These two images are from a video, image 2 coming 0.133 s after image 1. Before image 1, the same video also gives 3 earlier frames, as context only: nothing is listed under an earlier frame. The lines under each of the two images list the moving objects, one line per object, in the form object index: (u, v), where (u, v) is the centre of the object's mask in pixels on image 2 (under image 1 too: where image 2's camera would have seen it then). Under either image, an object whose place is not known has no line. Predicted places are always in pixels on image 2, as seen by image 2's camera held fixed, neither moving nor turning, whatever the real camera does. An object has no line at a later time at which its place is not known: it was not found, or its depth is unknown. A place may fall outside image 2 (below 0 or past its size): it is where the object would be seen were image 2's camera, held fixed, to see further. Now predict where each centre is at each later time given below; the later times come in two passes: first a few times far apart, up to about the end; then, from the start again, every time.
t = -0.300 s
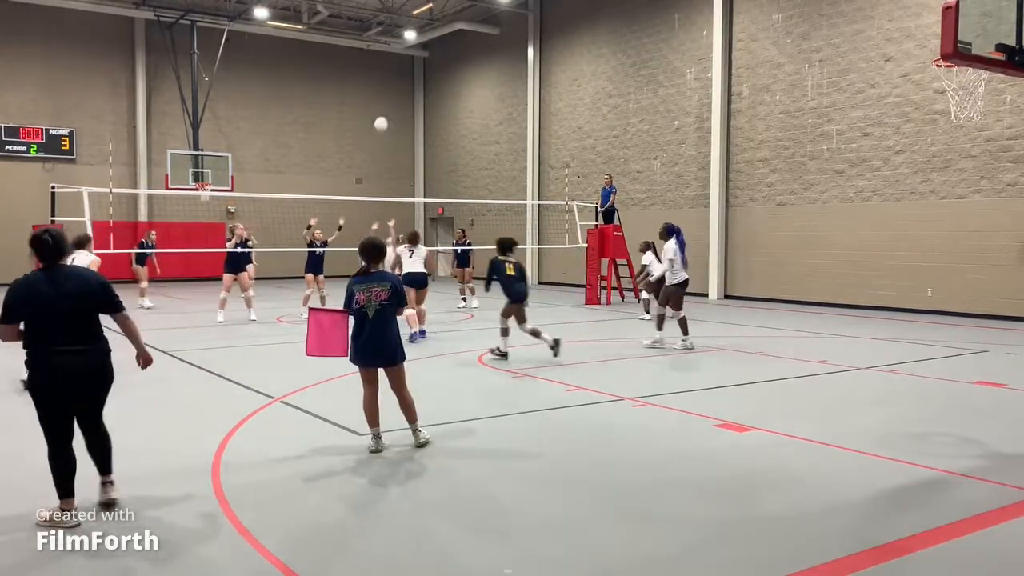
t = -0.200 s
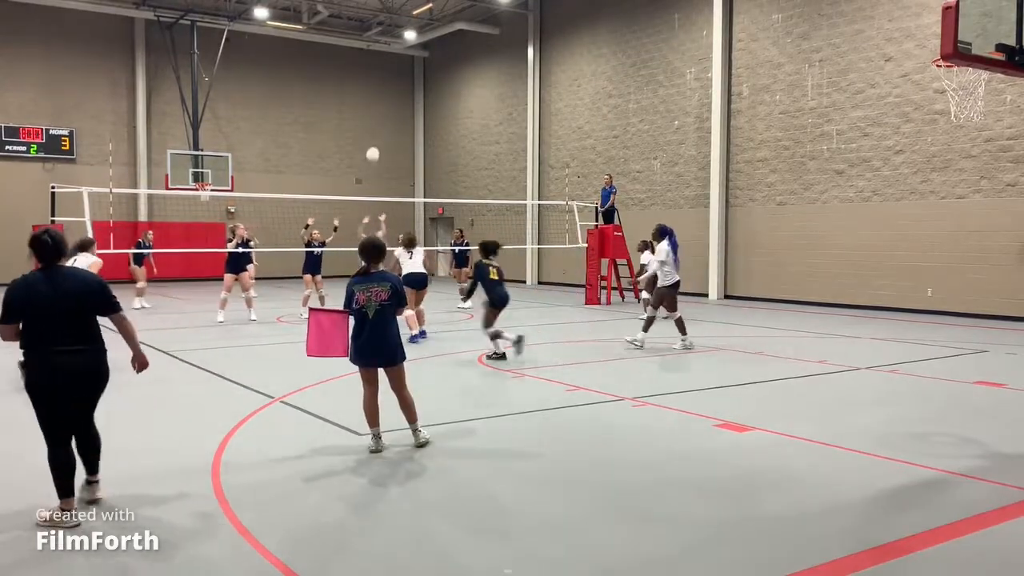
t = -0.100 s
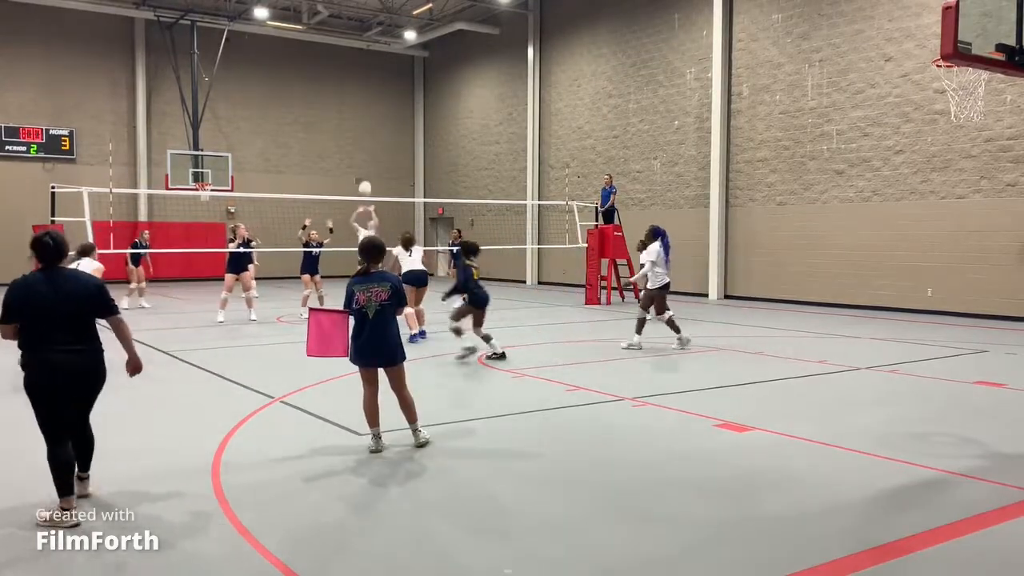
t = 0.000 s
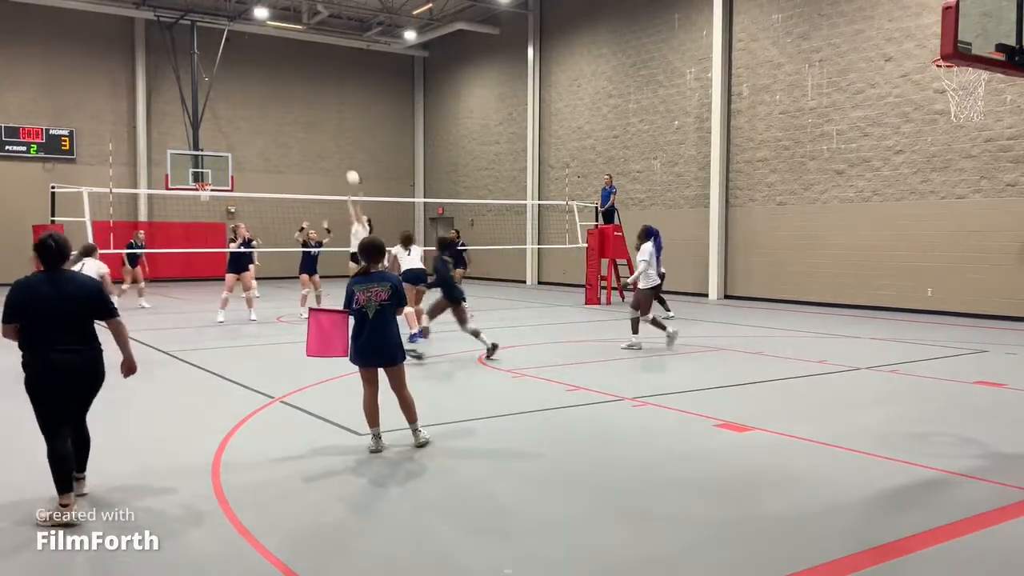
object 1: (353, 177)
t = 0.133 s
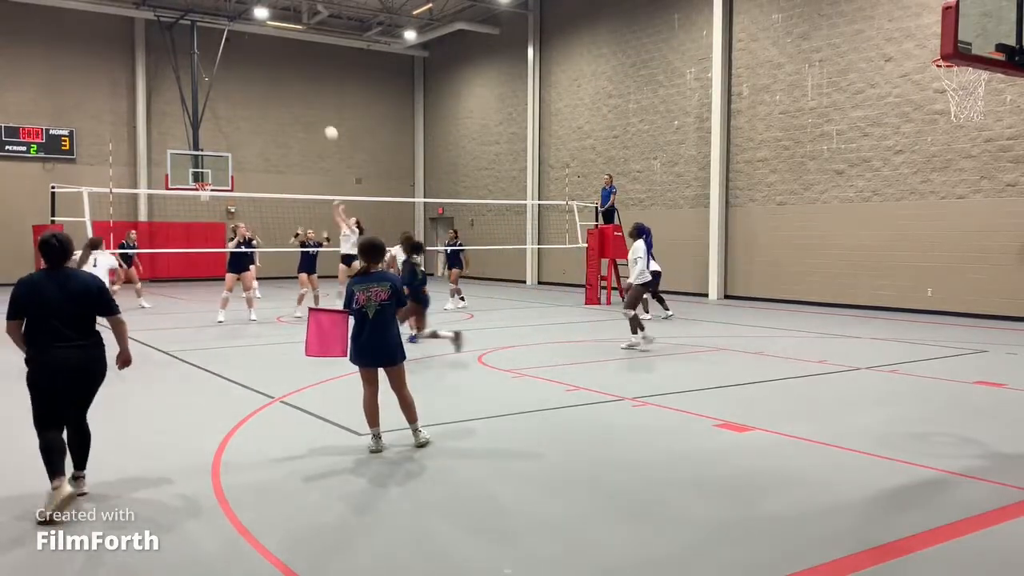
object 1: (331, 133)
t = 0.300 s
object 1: (304, 92)
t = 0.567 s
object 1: (260, 59)
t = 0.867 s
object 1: (211, 73)
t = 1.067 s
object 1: (178, 115)
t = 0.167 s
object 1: (326, 123)
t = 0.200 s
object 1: (320, 115)
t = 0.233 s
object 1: (315, 106)
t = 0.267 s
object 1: (309, 98)
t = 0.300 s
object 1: (304, 92)
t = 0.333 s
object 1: (298, 85)
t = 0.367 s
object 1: (293, 79)
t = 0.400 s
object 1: (287, 74)
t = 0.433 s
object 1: (282, 70)
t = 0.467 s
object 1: (276, 66)
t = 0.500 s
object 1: (271, 63)
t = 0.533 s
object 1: (266, 60)
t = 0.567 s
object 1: (260, 59)
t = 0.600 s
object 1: (254, 58)
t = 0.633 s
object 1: (249, 57)
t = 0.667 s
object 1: (244, 57)
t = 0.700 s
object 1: (238, 58)
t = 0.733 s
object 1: (233, 60)
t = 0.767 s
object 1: (227, 62)
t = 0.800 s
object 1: (222, 65)
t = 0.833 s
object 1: (216, 69)
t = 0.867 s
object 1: (211, 73)
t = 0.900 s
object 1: (205, 78)
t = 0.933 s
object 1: (200, 84)
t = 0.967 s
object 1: (194, 91)
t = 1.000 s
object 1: (189, 98)
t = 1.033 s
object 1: (183, 106)
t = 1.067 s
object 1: (178, 115)
